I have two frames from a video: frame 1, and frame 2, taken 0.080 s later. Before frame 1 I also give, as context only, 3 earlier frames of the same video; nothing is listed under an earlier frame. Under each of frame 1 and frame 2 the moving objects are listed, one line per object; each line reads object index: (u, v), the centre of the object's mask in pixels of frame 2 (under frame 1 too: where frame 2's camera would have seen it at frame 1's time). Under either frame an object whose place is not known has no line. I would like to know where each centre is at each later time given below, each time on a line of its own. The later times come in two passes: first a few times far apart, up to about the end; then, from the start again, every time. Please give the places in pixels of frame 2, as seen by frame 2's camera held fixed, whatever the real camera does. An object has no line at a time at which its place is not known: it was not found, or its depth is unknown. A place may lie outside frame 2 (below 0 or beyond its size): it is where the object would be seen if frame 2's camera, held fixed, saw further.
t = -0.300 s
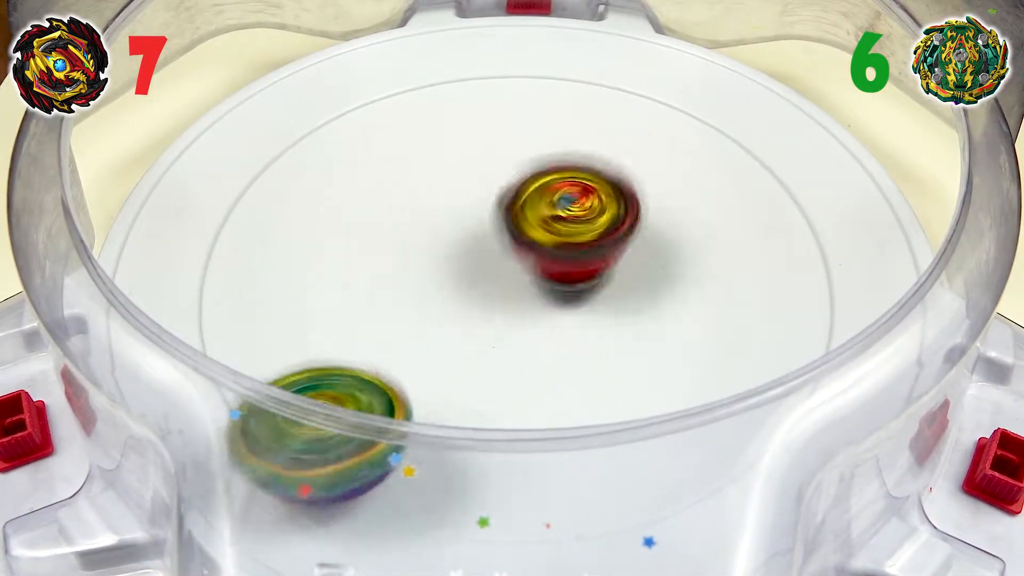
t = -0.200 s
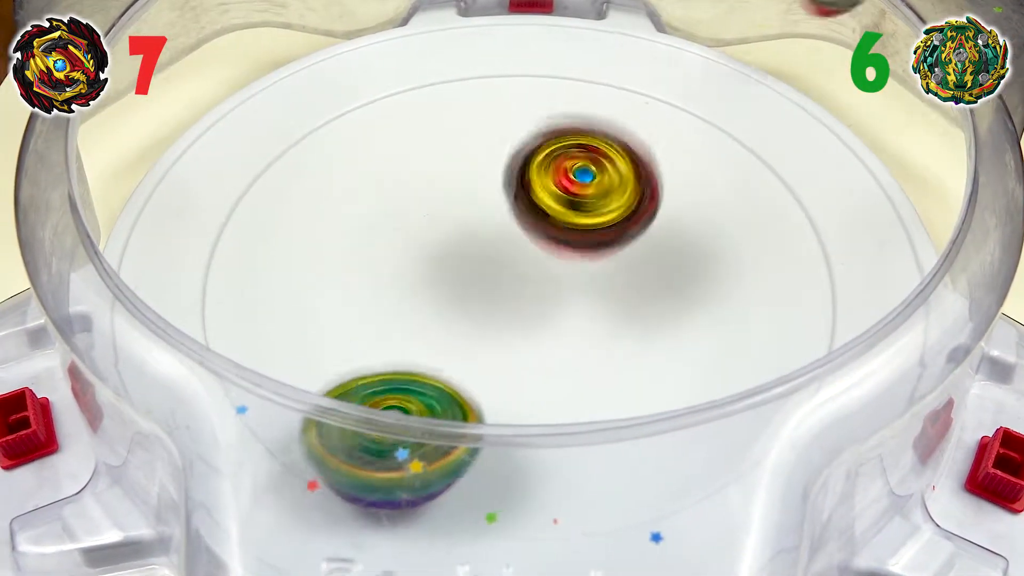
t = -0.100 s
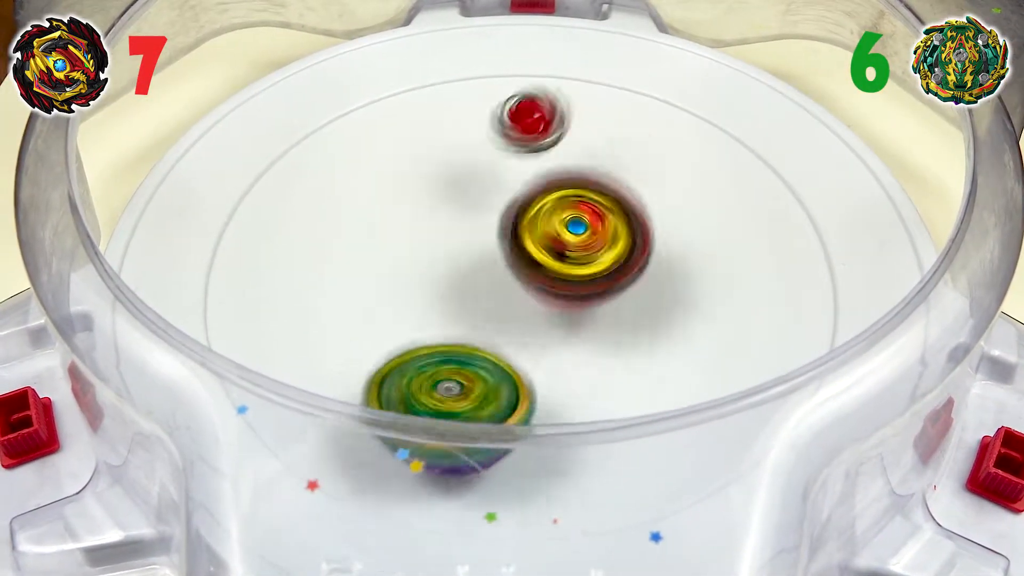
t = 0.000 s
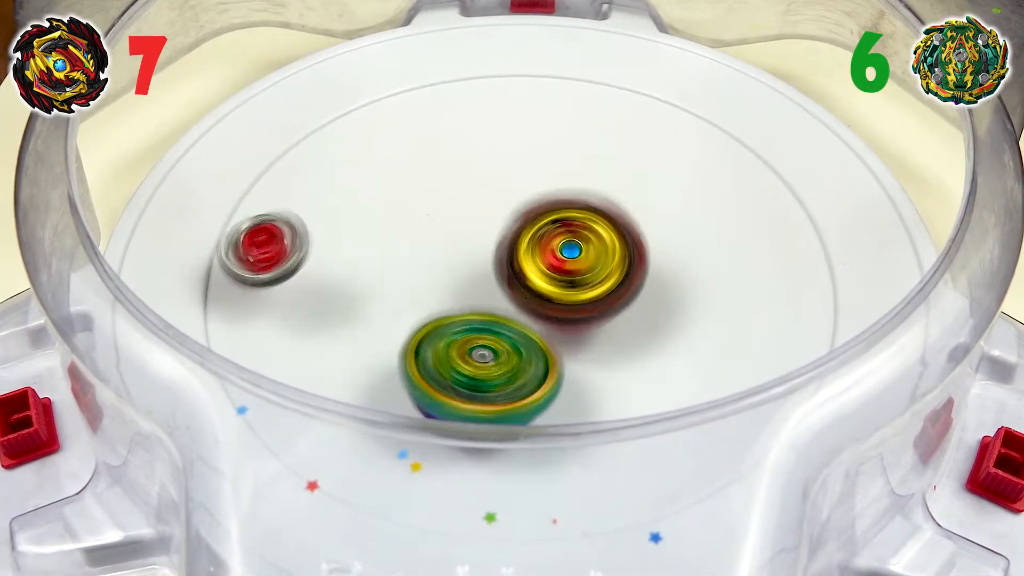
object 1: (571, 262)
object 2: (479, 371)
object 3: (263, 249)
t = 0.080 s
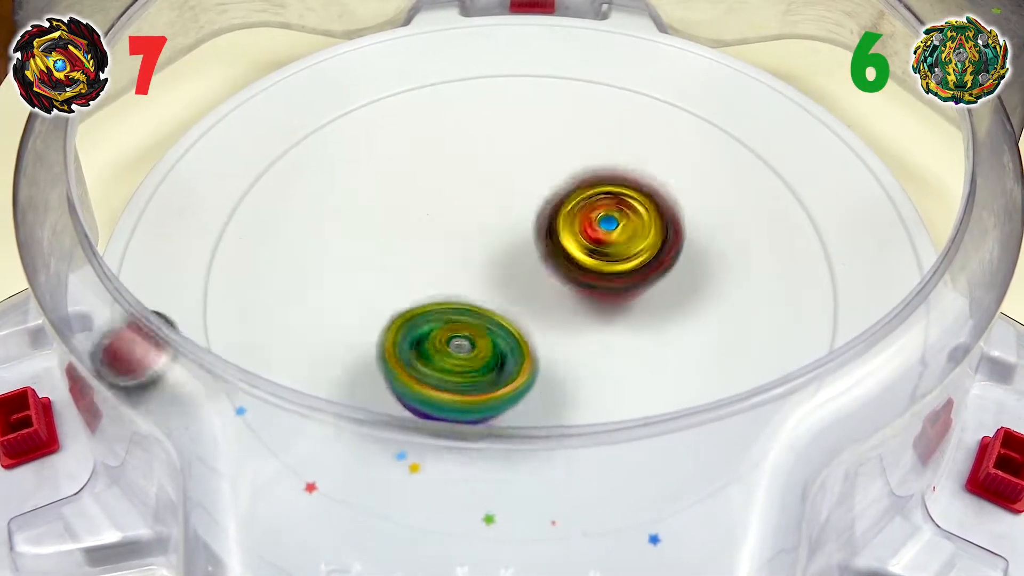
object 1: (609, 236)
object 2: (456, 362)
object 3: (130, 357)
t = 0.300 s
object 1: (648, 152)
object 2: (410, 301)
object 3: (663, 480)
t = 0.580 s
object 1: (560, 182)
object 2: (400, 231)
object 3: (769, 130)
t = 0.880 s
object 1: (645, 289)
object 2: (357, 198)
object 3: (246, 181)
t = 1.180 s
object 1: (630, 286)
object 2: (467, 195)
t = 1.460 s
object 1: (514, 290)
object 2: (573, 166)
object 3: (462, 61)
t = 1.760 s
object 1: (420, 305)
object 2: (612, 162)
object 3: (379, 479)
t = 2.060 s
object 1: (439, 284)
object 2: (612, 218)
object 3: (809, 201)
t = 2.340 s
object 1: (458, 221)
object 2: (599, 281)
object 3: (335, 101)
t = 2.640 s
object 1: (462, 177)
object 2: (581, 284)
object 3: (584, 500)
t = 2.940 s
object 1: (471, 130)
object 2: (542, 320)
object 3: (749, 161)
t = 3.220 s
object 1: (456, 193)
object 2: (527, 316)
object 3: (656, 31)
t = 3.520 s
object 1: (433, 141)
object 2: (551, 373)
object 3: (661, 434)
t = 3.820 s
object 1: (509, 202)
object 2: (550, 320)
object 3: (449, 398)
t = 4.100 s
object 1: (548, 176)
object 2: (542, 316)
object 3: (456, 178)
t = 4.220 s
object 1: (563, 183)
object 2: (527, 303)
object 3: (449, 120)
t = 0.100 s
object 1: (619, 226)
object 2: (447, 359)
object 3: (160, 375)
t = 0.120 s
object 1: (629, 216)
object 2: (440, 352)
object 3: (196, 397)
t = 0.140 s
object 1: (637, 208)
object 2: (432, 344)
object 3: (238, 418)
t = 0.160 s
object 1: (643, 198)
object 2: (427, 337)
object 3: (280, 438)
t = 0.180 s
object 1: (647, 191)
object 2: (422, 331)
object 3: (330, 454)
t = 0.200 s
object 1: (652, 182)
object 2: (419, 325)
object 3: (383, 466)
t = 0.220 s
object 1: (653, 175)
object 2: (416, 319)
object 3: (438, 477)
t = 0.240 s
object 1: (654, 168)
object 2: (413, 314)
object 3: (493, 484)
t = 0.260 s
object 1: (652, 162)
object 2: (412, 309)
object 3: (549, 489)
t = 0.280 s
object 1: (651, 157)
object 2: (411, 305)
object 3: (607, 486)
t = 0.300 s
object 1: (648, 152)
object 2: (410, 301)
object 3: (663, 480)
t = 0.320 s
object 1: (644, 148)
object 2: (408, 297)
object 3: (714, 463)
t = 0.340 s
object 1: (638, 146)
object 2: (404, 293)
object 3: (759, 438)
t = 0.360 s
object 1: (634, 143)
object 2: (401, 286)
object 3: (798, 420)
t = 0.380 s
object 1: (627, 143)
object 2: (399, 280)
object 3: (834, 398)
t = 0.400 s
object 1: (620, 141)
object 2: (397, 275)
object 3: (870, 368)
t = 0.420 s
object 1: (612, 143)
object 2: (396, 270)
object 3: (902, 338)
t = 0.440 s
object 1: (605, 144)
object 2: (396, 265)
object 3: (929, 311)
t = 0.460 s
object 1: (598, 147)
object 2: (396, 260)
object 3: (899, 273)
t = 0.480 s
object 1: (590, 150)
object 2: (396, 254)
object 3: (893, 253)
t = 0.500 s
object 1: (584, 155)
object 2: (397, 249)
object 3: (874, 229)
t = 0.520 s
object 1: (577, 159)
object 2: (397, 244)
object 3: (852, 202)
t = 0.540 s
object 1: (571, 168)
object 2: (398, 240)
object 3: (827, 175)
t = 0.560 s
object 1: (564, 173)
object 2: (399, 235)
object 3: (798, 151)
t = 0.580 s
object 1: (560, 182)
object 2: (400, 231)
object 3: (769, 130)
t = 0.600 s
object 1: (554, 191)
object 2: (402, 227)
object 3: (737, 113)
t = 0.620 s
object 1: (552, 201)
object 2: (404, 223)
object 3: (704, 100)
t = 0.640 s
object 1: (554, 211)
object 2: (400, 218)
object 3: (666, 89)
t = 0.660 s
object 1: (563, 219)
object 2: (393, 214)
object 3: (629, 80)
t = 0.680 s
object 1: (571, 229)
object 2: (385, 210)
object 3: (591, 74)
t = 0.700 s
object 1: (579, 237)
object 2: (377, 207)
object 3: (552, 70)
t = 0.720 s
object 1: (589, 246)
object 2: (368, 204)
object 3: (513, 68)
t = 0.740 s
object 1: (597, 254)
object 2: (361, 201)
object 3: (474, 69)
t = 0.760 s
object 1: (605, 260)
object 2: (355, 199)
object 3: (436, 71)
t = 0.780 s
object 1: (613, 268)
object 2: (350, 198)
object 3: (398, 76)
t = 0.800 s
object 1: (619, 274)
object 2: (348, 198)
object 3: (361, 84)
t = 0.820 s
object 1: (628, 279)
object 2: (348, 198)
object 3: (326, 100)
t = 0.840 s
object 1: (634, 285)
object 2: (350, 198)
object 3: (297, 122)
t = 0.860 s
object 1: (638, 287)
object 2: (353, 198)
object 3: (269, 149)
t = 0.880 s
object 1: (645, 289)
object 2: (357, 198)
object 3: (246, 181)
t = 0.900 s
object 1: (649, 293)
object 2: (360, 199)
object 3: (224, 212)
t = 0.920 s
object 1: (652, 293)
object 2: (365, 199)
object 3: (209, 247)
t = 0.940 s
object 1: (657, 295)
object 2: (371, 200)
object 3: (208, 287)
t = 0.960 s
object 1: (658, 296)
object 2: (378, 200)
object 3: (221, 325)
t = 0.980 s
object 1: (658, 294)
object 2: (385, 200)
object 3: (238, 366)
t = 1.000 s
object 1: (660, 294)
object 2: (393, 200)
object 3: (256, 419)
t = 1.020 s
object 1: (659, 296)
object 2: (401, 201)
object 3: (308, 450)
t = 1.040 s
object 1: (657, 295)
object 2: (409, 201)
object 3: (363, 473)
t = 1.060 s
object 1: (655, 293)
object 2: (417, 201)
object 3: (425, 492)
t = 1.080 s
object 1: (653, 293)
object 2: (425, 200)
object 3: (494, 502)
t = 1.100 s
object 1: (648, 291)
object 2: (434, 200)
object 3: (564, 499)
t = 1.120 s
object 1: (645, 289)
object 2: (443, 199)
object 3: (633, 490)
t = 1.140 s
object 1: (641, 289)
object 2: (451, 198)
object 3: (691, 468)
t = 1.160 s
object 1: (635, 288)
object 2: (459, 197)
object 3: (743, 443)
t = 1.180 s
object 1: (630, 286)
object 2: (467, 195)
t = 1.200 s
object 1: (626, 285)
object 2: (475, 194)
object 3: (796, 350)
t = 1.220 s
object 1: (618, 285)
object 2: (484, 193)
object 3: (825, 318)
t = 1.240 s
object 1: (610, 284)
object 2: (492, 191)
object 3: (831, 277)
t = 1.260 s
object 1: (605, 283)
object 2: (501, 189)
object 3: (826, 236)
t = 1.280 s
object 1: (598, 284)
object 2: (509, 187)
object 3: (811, 199)
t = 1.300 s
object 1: (589, 285)
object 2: (516, 185)
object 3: (786, 164)
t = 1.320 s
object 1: (581, 284)
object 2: (524, 182)
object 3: (756, 133)
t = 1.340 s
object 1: (573, 285)
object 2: (532, 180)
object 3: (722, 107)
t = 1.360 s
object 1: (563, 285)
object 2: (540, 178)
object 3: (681, 86)
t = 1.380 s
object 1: (553, 286)
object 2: (547, 175)
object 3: (639, 72)
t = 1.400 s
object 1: (544, 286)
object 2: (554, 173)
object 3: (596, 63)
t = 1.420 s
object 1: (535, 288)
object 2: (561, 171)
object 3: (551, 57)
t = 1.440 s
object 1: (525, 289)
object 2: (567, 169)
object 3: (506, 56)
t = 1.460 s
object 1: (514, 290)
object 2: (573, 166)
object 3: (462, 61)
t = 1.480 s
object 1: (505, 291)
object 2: (578, 165)
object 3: (421, 70)
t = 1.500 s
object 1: (497, 292)
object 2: (583, 163)
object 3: (381, 82)
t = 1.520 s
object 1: (488, 293)
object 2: (587, 161)
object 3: (341, 100)
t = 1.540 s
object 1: (477, 295)
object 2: (591, 159)
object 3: (307, 120)
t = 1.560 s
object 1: (470, 295)
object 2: (595, 158)
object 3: (277, 144)
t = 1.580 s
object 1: (463, 295)
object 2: (598, 157)
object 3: (250, 174)
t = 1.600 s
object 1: (457, 297)
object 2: (601, 157)
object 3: (229, 206)
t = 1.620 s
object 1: (450, 299)
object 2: (603, 157)
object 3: (218, 241)
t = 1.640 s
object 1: (444, 300)
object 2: (606, 157)
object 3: (212, 278)
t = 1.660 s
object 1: (439, 300)
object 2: (607, 157)
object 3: (216, 315)
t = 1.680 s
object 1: (435, 302)
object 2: (609, 158)
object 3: (240, 344)
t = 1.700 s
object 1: (431, 303)
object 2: (610, 158)
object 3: (249, 395)
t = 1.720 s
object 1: (426, 305)
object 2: (611, 159)
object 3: (283, 436)
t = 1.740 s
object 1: (423, 304)
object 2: (612, 161)
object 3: (327, 460)
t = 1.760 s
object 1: (420, 305)
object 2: (612, 162)
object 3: (379, 479)
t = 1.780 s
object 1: (420, 306)
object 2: (613, 164)
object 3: (433, 492)
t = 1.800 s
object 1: (419, 307)
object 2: (614, 166)
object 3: (491, 501)
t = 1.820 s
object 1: (418, 308)
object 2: (614, 168)
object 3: (545, 503)
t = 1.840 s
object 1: (417, 307)
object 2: (614, 171)
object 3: (600, 497)
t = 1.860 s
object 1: (418, 306)
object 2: (614, 174)
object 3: (651, 483)
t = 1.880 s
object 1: (420, 304)
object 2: (614, 178)
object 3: (698, 467)
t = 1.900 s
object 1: (423, 304)
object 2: (614, 181)
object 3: (735, 448)
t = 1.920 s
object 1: (425, 302)
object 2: (614, 186)
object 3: (774, 425)
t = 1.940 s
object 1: (427, 301)
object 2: (614, 189)
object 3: (794, 392)
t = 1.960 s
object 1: (428, 297)
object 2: (614, 193)
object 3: (799, 344)
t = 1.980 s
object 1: (429, 294)
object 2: (614, 198)
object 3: (821, 321)
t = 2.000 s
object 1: (432, 294)
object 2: (613, 202)
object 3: (830, 293)
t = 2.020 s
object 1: (435, 289)
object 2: (613, 207)
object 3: (829, 261)
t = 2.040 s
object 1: (437, 287)
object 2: (612, 212)
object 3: (822, 230)
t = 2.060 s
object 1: (439, 284)
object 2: (612, 218)
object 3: (809, 201)
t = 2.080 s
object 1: (440, 281)
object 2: (611, 223)
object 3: (791, 173)
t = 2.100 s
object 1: (441, 277)
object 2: (611, 229)
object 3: (771, 149)
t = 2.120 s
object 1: (442, 273)
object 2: (610, 234)
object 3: (744, 127)
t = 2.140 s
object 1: (443, 267)
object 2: (609, 240)
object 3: (714, 107)
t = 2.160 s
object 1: (445, 264)
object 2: (609, 245)
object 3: (681, 92)
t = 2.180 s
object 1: (447, 258)
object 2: (607, 251)
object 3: (647, 78)
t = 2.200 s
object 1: (450, 254)
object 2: (606, 256)
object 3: (609, 69)
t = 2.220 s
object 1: (451, 250)
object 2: (605, 260)
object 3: (571, 62)
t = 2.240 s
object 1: (452, 245)
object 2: (603, 265)
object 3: (532, 60)
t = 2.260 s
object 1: (454, 241)
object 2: (602, 269)
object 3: (492, 60)
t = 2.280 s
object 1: (454, 236)
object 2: (601, 272)
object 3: (451, 64)
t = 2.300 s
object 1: (455, 229)
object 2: (600, 276)
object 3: (412, 72)
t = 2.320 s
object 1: (456, 223)
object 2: (600, 278)
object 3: (373, 85)
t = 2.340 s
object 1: (458, 221)
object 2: (599, 281)
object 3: (335, 101)
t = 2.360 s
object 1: (459, 214)
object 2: (598, 283)
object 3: (301, 121)
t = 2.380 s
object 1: (460, 208)
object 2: (597, 284)
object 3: (269, 146)
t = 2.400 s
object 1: (461, 204)
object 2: (596, 285)
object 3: (242, 174)
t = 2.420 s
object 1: (461, 200)
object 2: (595, 286)
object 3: (220, 208)
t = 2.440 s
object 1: (461, 196)
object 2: (595, 285)
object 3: (206, 244)
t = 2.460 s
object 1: (461, 193)
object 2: (594, 285)
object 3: (202, 284)
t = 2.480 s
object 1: (461, 191)
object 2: (593, 284)
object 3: (215, 320)
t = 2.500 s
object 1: (460, 188)
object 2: (592, 283)
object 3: (232, 362)
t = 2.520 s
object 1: (460, 186)
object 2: (591, 282)
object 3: (252, 421)
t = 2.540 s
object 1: (460, 183)
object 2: (590, 282)
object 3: (294, 449)
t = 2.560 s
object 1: (460, 182)
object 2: (588, 281)
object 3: (345, 471)
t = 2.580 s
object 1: (460, 180)
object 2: (586, 282)
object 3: (402, 490)
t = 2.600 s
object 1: (460, 178)
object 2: (585, 283)
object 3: (464, 501)
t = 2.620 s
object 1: (461, 177)
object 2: (583, 284)
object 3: (526, 503)
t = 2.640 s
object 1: (462, 177)
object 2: (581, 284)
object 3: (584, 500)
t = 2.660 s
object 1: (462, 176)
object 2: (578, 285)
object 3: (640, 488)
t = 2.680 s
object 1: (464, 176)
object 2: (573, 285)
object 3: (689, 467)
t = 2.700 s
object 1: (465, 177)
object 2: (568, 284)
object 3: (731, 448)
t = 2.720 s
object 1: (467, 177)
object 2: (562, 283)
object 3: (769, 425)
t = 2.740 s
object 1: (469, 178)
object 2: (555, 283)
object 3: (792, 393)
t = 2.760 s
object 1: (471, 178)
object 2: (550, 282)
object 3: (796, 349)
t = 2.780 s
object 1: (474, 178)
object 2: (544, 282)
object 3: (816, 327)
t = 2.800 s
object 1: (474, 169)
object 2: (543, 289)
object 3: (826, 305)
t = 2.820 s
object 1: (473, 160)
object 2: (543, 299)
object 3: (826, 279)
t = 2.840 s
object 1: (472, 152)
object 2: (543, 307)
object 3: (820, 254)
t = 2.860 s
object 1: (471, 144)
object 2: (543, 312)
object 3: (811, 232)
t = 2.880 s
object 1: (470, 138)
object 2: (542, 315)
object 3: (799, 212)
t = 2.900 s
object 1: (470, 135)
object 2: (541, 317)
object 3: (784, 193)
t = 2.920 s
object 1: (470, 132)
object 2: (541, 319)
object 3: (767, 176)
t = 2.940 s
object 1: (471, 130)
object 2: (542, 320)
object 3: (749, 161)
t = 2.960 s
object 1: (472, 128)
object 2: (543, 321)
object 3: (727, 147)
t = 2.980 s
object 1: (473, 127)
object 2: (544, 322)
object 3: (705, 135)
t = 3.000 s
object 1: (474, 126)
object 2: (545, 321)
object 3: (682, 125)
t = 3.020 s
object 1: (475, 126)
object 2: (546, 320)
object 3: (657, 116)
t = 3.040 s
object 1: (476, 126)
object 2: (547, 319)
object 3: (633, 109)
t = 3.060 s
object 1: (478, 127)
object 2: (548, 318)
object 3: (608, 104)
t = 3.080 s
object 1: (480, 129)
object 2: (549, 318)
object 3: (582, 100)
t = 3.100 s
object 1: (483, 131)
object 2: (550, 319)
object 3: (560, 95)
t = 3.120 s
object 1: (484, 134)
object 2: (550, 319)
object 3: (547, 85)
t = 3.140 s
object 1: (474, 146)
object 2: (549, 318)
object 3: (583, 37)
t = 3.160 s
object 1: (466, 160)
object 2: (545, 320)
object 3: (612, 14)
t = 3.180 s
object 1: (460, 171)
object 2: (540, 319)
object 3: (629, 15)
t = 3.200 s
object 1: (457, 182)
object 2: (534, 319)
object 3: (640, 21)
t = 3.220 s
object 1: (456, 193)
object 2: (527, 316)
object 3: (656, 31)
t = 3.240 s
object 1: (457, 202)
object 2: (519, 311)
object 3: (665, 60)
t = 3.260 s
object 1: (452, 190)
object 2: (516, 325)
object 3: (682, 92)
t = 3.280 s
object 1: (447, 177)
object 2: (514, 343)
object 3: (688, 138)
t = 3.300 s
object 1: (444, 166)
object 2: (514, 360)
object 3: (702, 175)
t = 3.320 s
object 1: (442, 157)
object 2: (516, 369)
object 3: (705, 197)
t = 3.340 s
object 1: (440, 148)
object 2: (520, 373)
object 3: (710, 224)
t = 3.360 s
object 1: (437, 141)
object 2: (522, 375)
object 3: (711, 253)
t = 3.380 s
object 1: (435, 139)
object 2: (524, 377)
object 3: (711, 281)
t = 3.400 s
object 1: (434, 137)
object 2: (528, 377)
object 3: (708, 301)
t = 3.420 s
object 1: (434, 136)
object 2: (533, 377)
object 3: (703, 325)
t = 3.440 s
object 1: (434, 135)
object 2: (537, 376)
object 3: (696, 352)
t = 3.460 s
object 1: (434, 135)
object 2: (539, 375)
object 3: (688, 368)
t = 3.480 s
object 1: (433, 136)
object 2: (543, 374)
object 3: (680, 380)
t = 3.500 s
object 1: (433, 138)
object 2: (547, 374)
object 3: (668, 401)
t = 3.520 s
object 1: (433, 141)
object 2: (551, 373)
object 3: (661, 434)
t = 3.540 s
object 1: (435, 144)
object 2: (553, 371)
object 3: (648, 439)
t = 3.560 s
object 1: (438, 148)
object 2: (554, 370)
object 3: (638, 461)
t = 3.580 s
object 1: (442, 153)
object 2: (557, 369)
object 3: (624, 469)
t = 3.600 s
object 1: (445, 155)
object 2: (559, 367)
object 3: (610, 473)
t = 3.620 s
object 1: (448, 160)
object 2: (560, 365)
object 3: (598, 477)
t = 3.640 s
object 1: (452, 165)
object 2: (561, 362)
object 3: (582, 479)
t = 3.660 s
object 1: (456, 170)
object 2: (562, 358)
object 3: (566, 480)
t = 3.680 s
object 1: (462, 175)
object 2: (563, 353)
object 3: (551, 479)
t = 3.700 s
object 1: (469, 179)
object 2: (562, 348)
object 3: (534, 477)
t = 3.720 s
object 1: (475, 183)
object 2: (560, 343)
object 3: (517, 473)
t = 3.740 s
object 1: (481, 188)
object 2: (559, 337)
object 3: (504, 469)
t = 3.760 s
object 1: (486, 193)
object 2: (558, 332)
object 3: (484, 457)
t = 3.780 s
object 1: (493, 198)
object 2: (556, 326)
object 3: (472, 459)
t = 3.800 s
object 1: (501, 202)
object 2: (553, 320)
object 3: (456, 420)
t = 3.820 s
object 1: (509, 202)
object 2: (550, 320)
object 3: (449, 398)
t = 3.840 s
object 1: (511, 194)
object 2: (550, 327)
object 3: (444, 389)
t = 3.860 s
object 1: (514, 187)
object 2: (548, 332)
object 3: (441, 374)
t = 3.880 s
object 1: (518, 183)
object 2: (546, 334)
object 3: (438, 358)
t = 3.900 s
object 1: (523, 178)
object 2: (545, 335)
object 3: (436, 340)
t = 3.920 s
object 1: (527, 174)
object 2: (545, 335)
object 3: (436, 320)
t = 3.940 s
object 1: (528, 172)
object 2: (545, 334)
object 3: (437, 304)
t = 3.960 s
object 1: (531, 171)
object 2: (545, 332)
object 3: (439, 285)
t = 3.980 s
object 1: (534, 172)
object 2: (545, 331)
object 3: (441, 269)
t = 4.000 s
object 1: (538, 171)
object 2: (546, 329)
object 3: (445, 253)
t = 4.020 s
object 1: (538, 171)
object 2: (545, 327)
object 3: (448, 236)
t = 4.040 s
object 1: (539, 172)
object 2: (545, 325)
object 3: (450, 223)
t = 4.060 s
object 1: (541, 174)
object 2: (545, 322)
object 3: (455, 207)
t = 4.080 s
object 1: (544, 176)
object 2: (544, 320)
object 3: (452, 194)
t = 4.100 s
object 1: (548, 176)
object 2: (542, 316)
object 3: (456, 178)
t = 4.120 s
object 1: (549, 178)
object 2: (541, 313)
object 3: (455, 167)
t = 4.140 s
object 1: (551, 180)
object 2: (540, 311)
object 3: (455, 155)
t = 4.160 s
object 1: (555, 183)
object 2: (538, 307)
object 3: (454, 144)
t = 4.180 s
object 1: (558, 184)
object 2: (535, 303)
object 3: (454, 134)
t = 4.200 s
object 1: (560, 184)
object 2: (534, 300)
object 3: (451, 128)
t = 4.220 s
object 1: (563, 183)
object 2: (527, 303)
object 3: (449, 120)
